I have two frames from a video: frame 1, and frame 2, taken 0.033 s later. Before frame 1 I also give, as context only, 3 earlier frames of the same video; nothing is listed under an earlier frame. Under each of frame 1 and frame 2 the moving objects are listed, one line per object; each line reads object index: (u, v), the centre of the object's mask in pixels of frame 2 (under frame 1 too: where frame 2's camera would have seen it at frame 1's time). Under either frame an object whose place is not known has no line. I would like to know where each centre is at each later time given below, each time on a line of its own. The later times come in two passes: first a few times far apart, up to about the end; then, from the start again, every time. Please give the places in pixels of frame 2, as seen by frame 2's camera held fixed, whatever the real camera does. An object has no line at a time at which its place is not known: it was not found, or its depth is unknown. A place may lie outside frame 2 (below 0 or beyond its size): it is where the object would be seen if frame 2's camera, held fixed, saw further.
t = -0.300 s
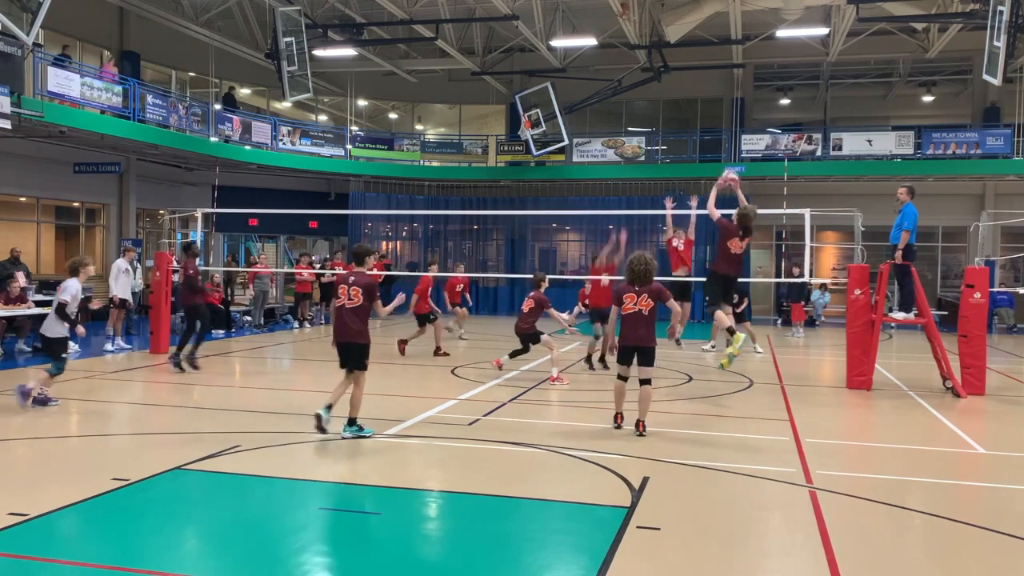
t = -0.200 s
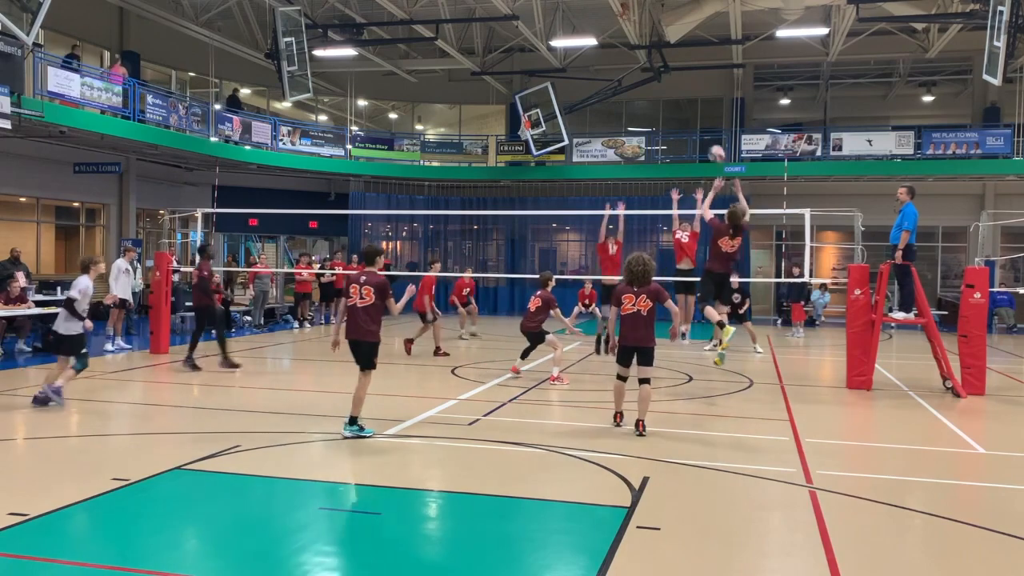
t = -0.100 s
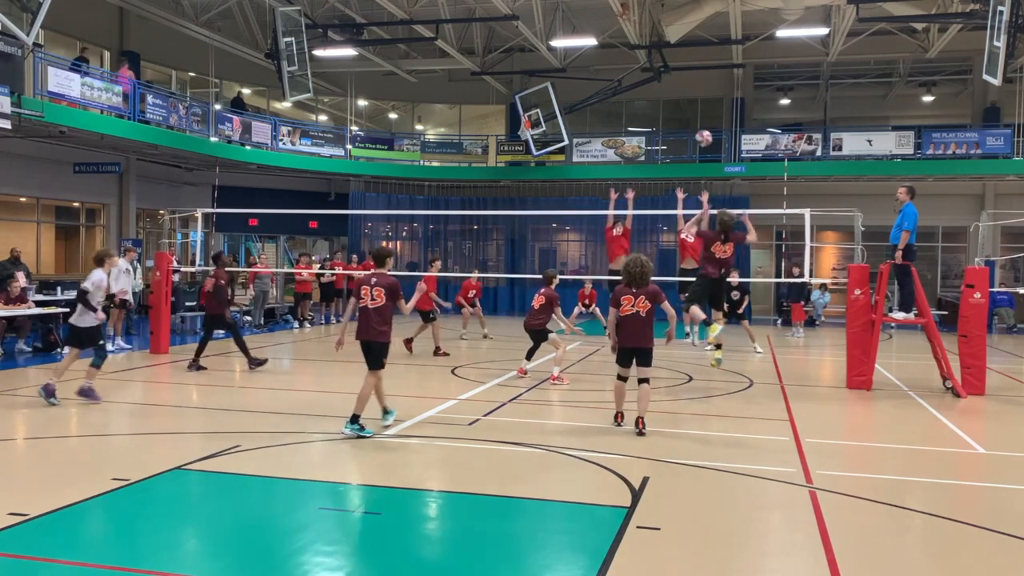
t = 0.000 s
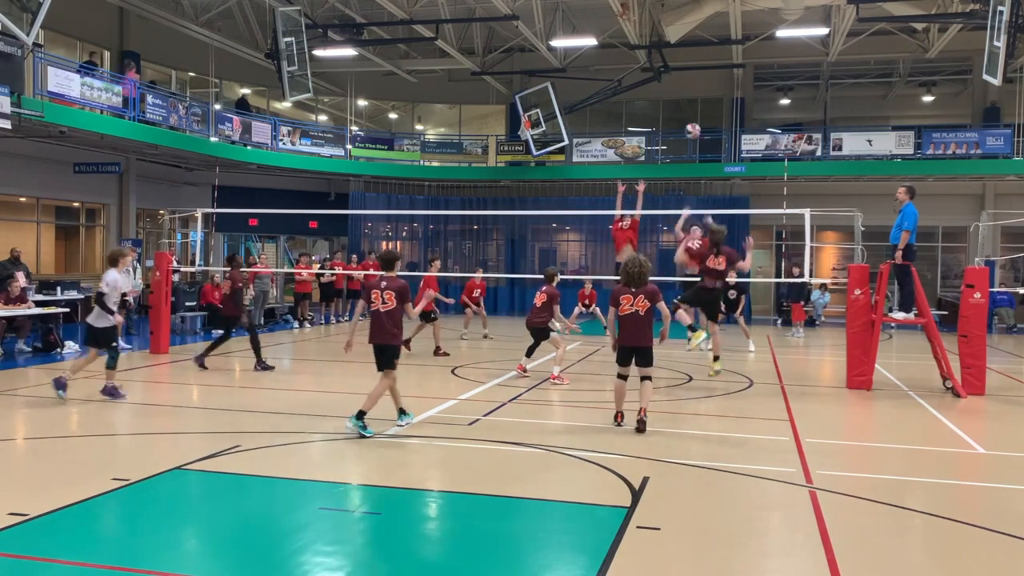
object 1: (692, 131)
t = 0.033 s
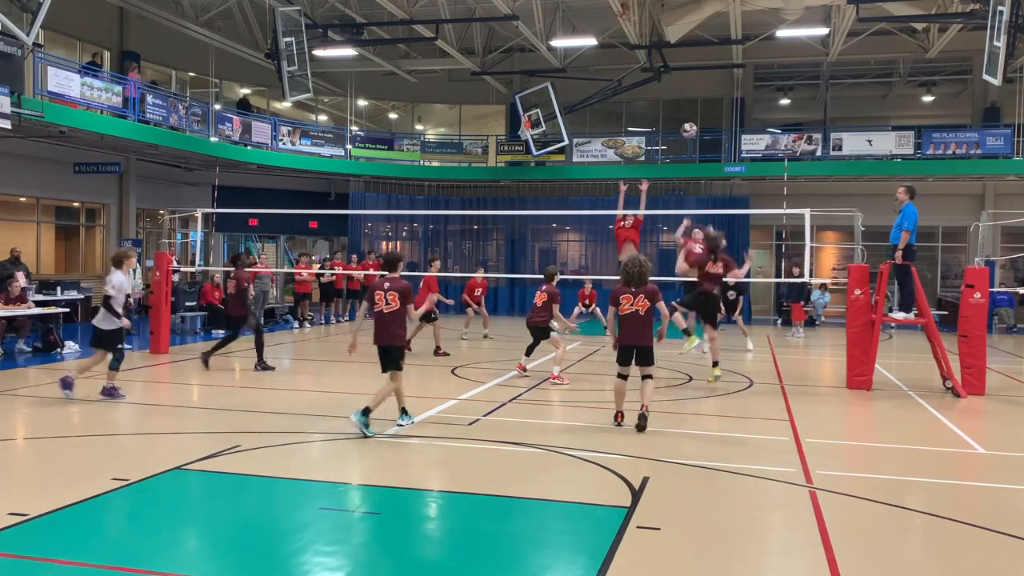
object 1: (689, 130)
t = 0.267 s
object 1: (665, 144)
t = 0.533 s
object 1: (643, 193)
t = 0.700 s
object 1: (632, 237)
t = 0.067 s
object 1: (685, 130)
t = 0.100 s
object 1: (682, 131)
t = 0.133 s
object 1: (678, 132)
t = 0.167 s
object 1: (675, 134)
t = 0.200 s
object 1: (672, 136)
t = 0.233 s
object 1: (668, 140)
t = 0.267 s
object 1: (665, 144)
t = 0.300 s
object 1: (663, 148)
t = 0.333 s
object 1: (660, 153)
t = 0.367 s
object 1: (657, 158)
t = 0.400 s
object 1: (654, 164)
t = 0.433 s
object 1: (651, 170)
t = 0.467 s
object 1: (648, 178)
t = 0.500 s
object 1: (646, 185)
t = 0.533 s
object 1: (643, 193)
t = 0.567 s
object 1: (641, 201)
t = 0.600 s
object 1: (638, 207)
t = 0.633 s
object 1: (636, 219)
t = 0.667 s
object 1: (634, 228)
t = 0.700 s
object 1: (632, 237)
